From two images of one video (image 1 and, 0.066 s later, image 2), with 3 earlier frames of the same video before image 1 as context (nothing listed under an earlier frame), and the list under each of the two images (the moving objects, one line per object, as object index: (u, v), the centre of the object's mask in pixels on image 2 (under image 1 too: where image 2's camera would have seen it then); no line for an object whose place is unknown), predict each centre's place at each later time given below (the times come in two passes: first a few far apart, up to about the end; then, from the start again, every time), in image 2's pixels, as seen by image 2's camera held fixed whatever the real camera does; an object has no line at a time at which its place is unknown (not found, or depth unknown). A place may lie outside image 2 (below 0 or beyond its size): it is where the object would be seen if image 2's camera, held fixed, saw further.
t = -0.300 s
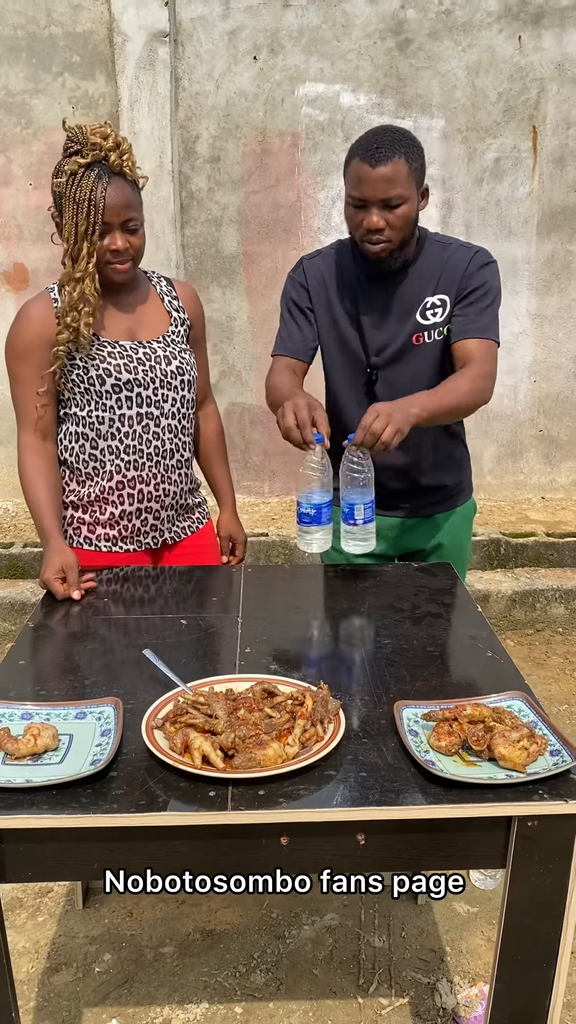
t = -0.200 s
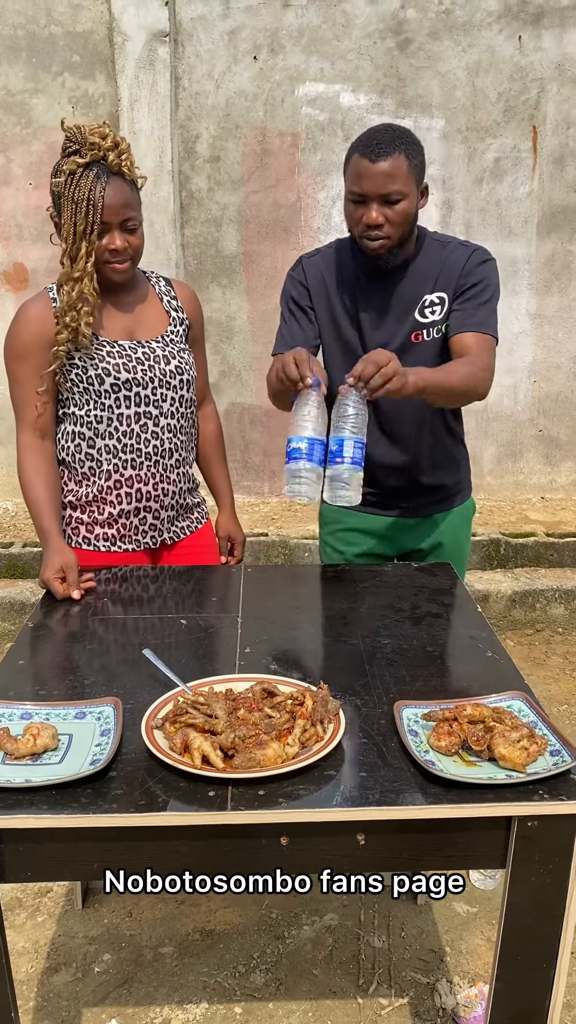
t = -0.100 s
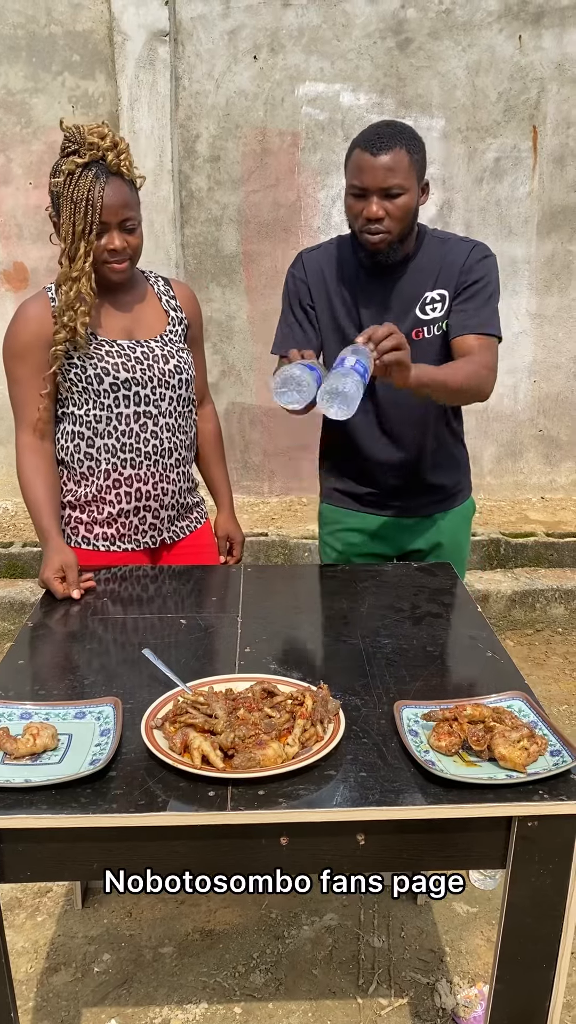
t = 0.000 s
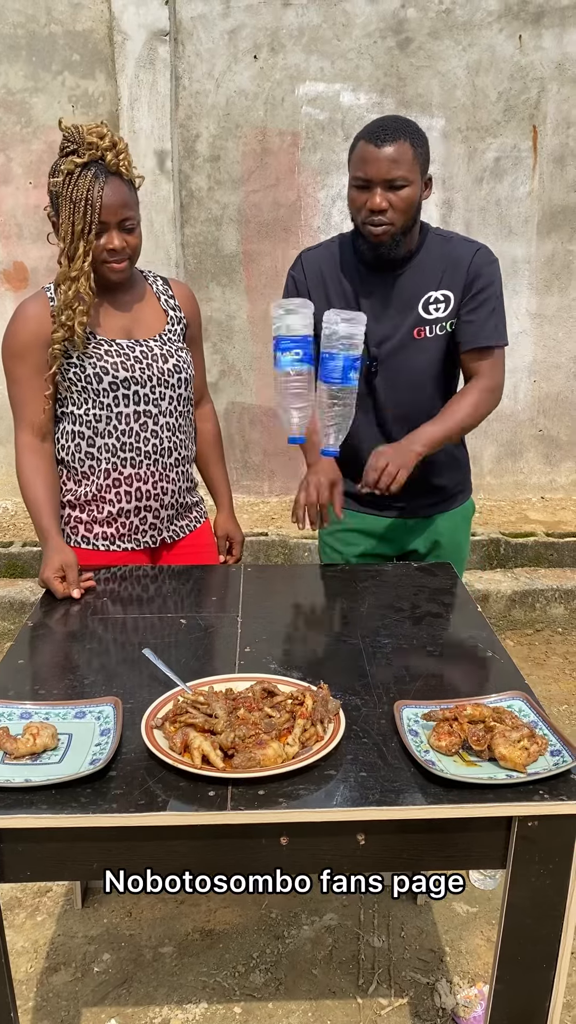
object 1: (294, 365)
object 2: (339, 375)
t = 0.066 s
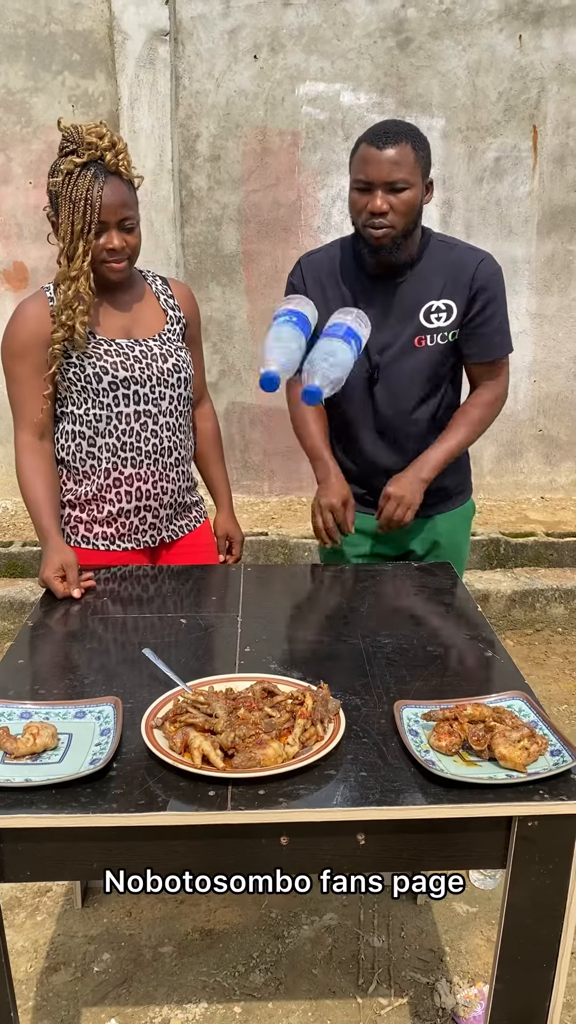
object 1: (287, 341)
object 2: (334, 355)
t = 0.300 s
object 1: (276, 511)
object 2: (339, 533)
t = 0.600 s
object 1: (236, 633)
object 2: (367, 606)
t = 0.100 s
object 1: (283, 339)
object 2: (337, 351)
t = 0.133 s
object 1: (281, 349)
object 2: (338, 360)
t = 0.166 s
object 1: (281, 367)
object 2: (340, 378)
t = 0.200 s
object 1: (280, 394)
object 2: (341, 406)
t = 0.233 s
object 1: (279, 427)
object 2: (342, 444)
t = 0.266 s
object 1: (278, 466)
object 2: (341, 485)
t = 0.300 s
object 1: (276, 511)
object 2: (339, 533)
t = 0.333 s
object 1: (274, 561)
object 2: (338, 586)
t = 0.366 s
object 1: (271, 581)
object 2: (342, 587)
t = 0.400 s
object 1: (265, 584)
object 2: (344, 589)
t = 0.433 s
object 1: (260, 586)
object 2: (345, 589)
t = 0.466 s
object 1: (256, 589)
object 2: (346, 589)
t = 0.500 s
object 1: (253, 595)
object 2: (349, 591)
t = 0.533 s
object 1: (247, 603)
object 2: (353, 593)
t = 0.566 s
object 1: (242, 616)
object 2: (359, 598)
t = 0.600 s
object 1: (236, 633)
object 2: (367, 606)
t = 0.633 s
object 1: (234, 633)
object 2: (376, 617)
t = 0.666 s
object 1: (234, 633)
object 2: (384, 635)
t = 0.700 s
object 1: (234, 633)
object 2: (389, 649)
